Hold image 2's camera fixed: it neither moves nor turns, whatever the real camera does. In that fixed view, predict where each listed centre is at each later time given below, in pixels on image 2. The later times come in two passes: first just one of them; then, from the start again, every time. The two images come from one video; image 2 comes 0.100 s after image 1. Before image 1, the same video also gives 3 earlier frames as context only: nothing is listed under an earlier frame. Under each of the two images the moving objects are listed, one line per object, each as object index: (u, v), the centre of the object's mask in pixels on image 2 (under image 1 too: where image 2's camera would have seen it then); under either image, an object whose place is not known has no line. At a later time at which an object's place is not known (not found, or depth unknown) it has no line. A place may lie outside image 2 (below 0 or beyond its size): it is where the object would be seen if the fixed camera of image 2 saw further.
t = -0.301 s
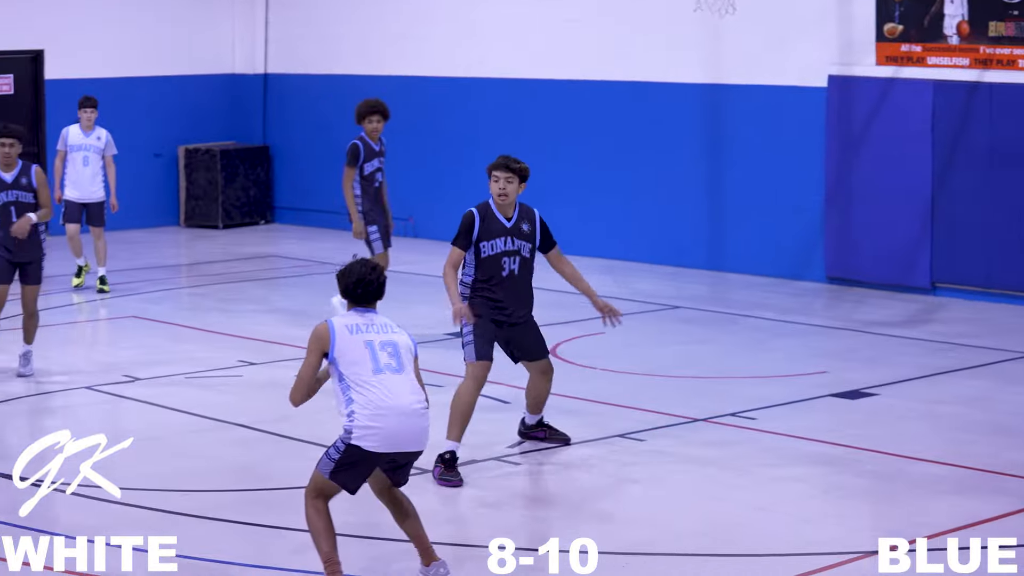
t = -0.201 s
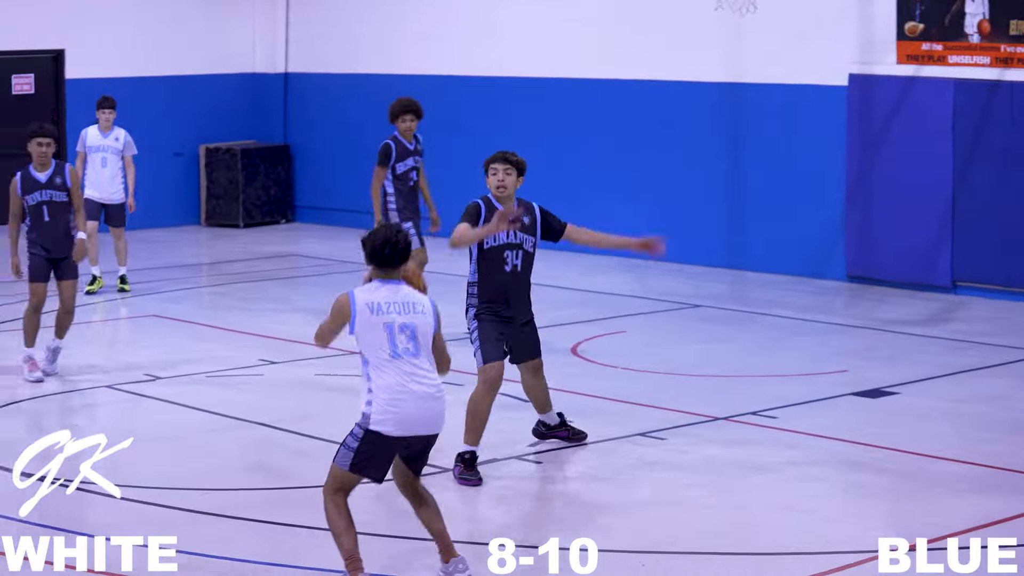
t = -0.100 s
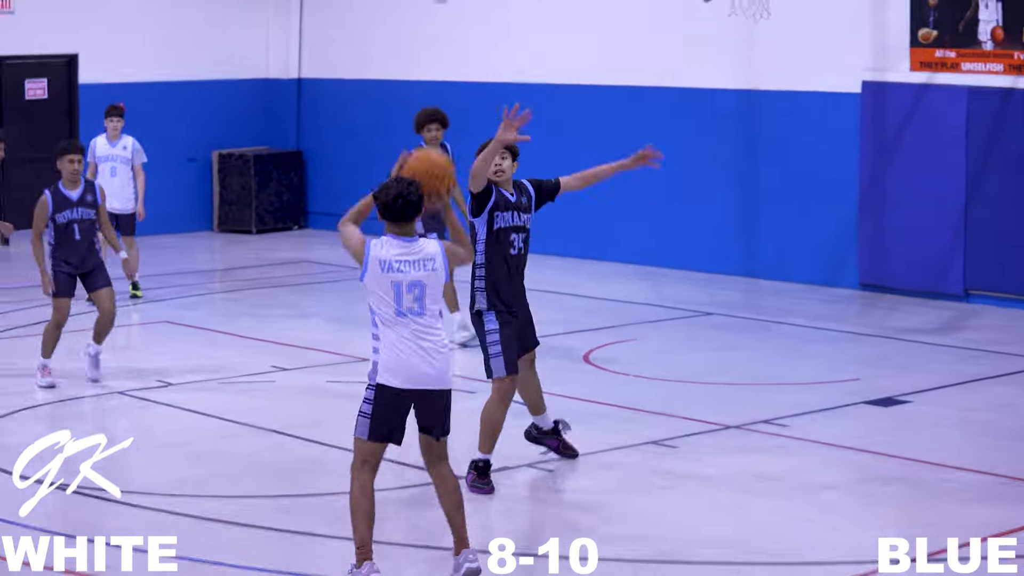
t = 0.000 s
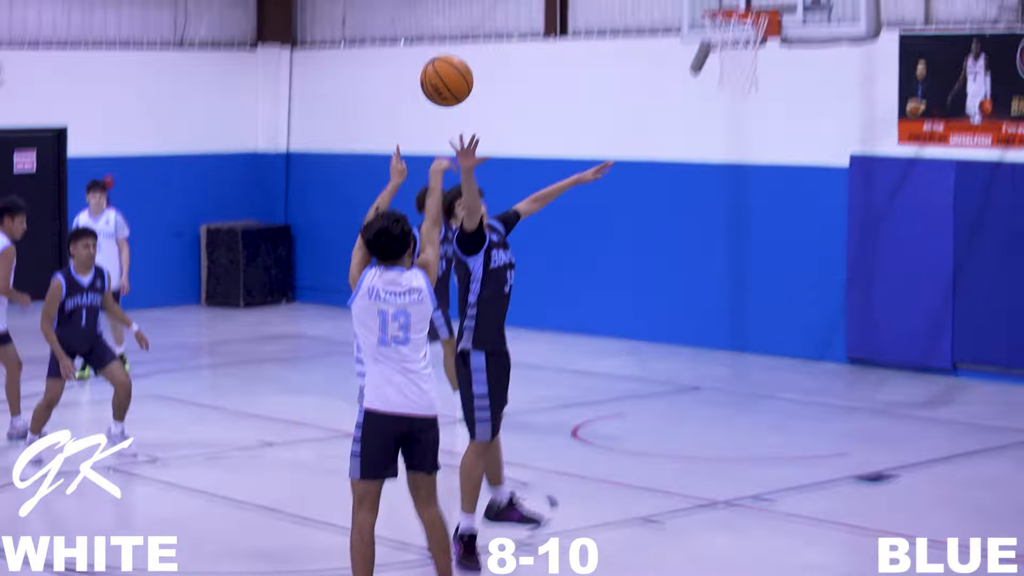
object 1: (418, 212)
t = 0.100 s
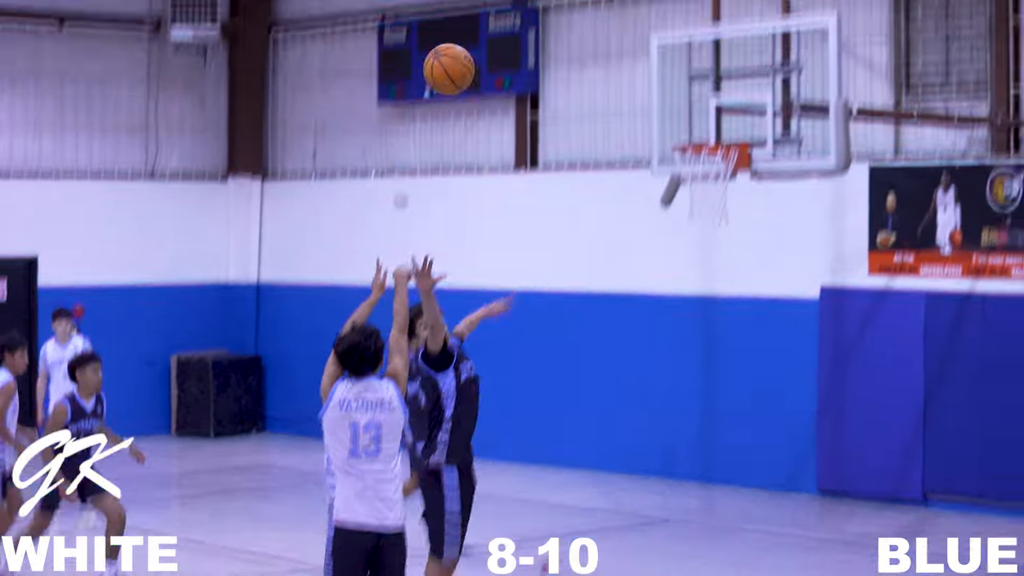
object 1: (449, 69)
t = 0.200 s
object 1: (476, -42)
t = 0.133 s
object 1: (458, 29)
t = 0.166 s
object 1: (467, -8)
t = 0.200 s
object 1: (476, -42)
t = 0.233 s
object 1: (485, -72)
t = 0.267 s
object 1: (492, -99)
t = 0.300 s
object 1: (500, -123)
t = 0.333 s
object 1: (508, -145)
